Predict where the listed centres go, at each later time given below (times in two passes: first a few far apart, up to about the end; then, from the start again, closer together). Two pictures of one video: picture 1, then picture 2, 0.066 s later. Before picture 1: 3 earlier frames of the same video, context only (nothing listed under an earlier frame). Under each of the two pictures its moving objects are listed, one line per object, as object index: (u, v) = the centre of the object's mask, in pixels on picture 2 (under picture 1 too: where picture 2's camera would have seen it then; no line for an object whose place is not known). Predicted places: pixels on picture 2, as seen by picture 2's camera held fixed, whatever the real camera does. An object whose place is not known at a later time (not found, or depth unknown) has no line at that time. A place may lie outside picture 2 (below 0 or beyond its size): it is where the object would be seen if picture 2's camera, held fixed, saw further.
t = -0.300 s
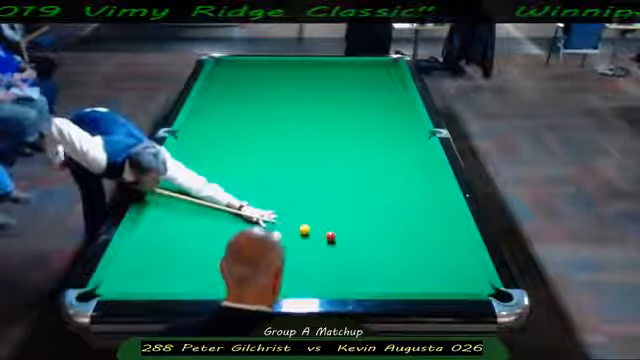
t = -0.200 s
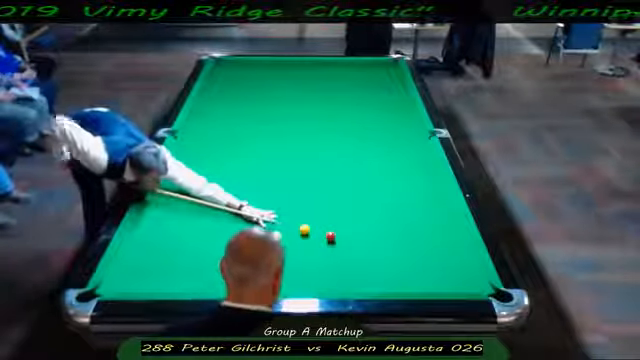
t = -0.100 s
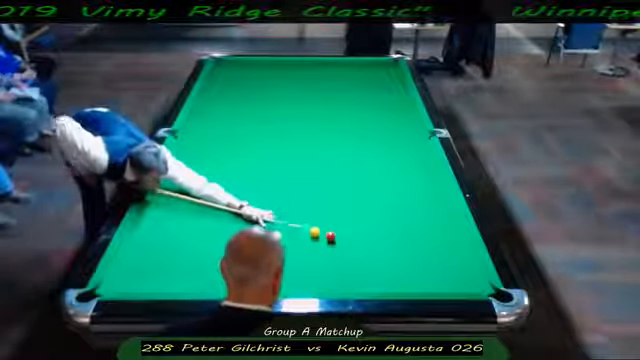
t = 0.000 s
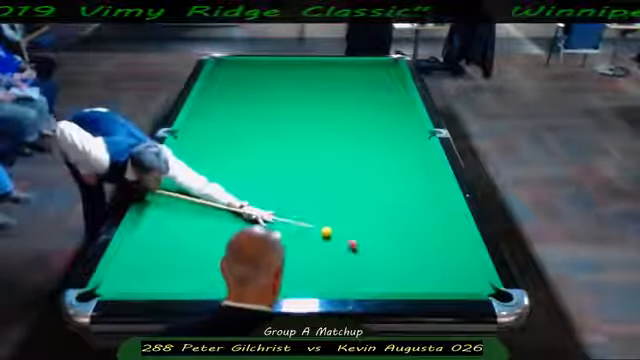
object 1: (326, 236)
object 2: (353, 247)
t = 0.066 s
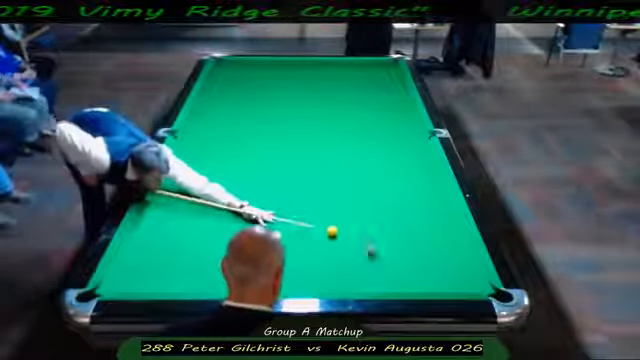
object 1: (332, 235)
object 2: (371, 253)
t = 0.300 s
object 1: (355, 235)
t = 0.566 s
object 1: (380, 234)
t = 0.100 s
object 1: (335, 235)
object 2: (377, 254)
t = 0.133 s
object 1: (338, 235)
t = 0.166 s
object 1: (341, 235)
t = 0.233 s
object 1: (349, 235)
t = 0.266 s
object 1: (352, 235)
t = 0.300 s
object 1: (355, 235)
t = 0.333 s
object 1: (358, 235)
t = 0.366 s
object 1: (362, 235)
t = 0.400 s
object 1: (365, 234)
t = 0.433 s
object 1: (368, 234)
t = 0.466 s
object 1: (372, 234)
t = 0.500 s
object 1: (374, 234)
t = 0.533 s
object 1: (377, 234)
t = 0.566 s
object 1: (380, 234)
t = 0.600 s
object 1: (383, 234)
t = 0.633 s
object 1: (387, 234)
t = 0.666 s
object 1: (390, 234)
